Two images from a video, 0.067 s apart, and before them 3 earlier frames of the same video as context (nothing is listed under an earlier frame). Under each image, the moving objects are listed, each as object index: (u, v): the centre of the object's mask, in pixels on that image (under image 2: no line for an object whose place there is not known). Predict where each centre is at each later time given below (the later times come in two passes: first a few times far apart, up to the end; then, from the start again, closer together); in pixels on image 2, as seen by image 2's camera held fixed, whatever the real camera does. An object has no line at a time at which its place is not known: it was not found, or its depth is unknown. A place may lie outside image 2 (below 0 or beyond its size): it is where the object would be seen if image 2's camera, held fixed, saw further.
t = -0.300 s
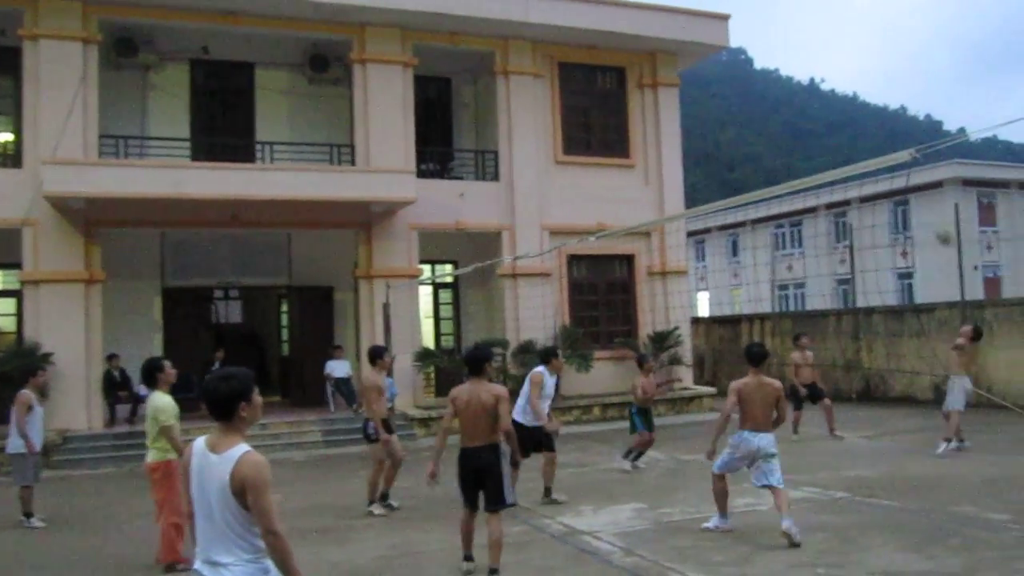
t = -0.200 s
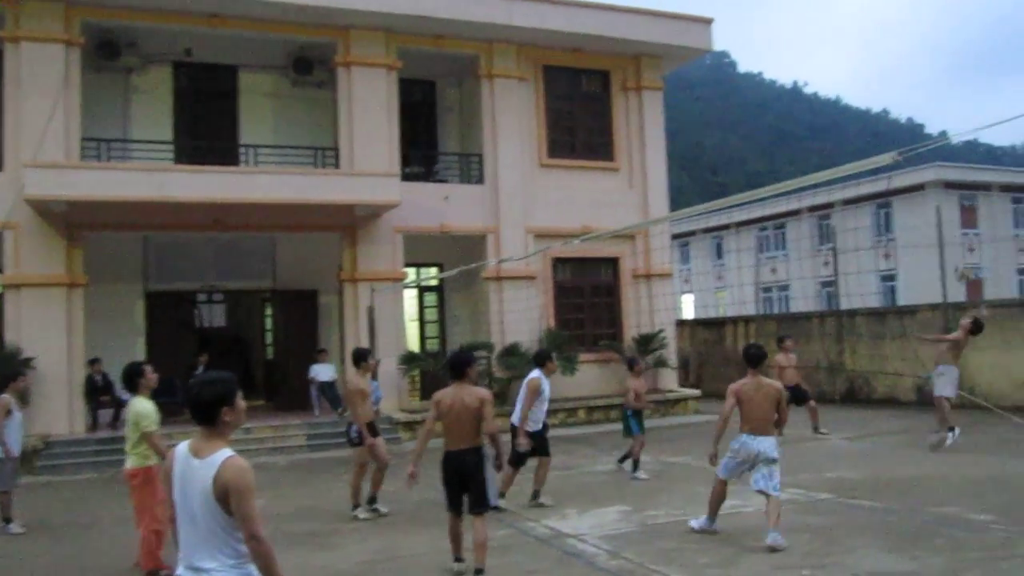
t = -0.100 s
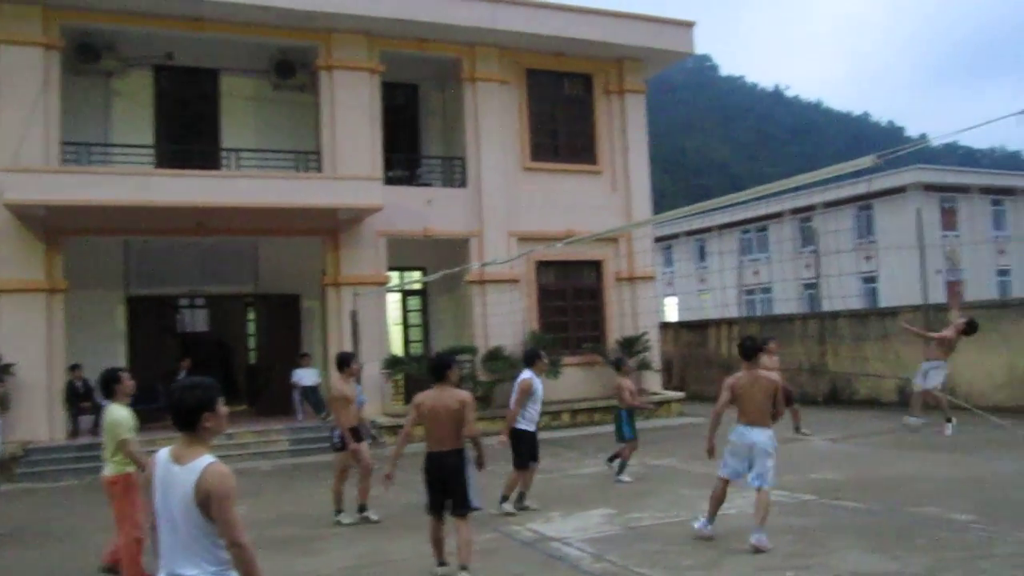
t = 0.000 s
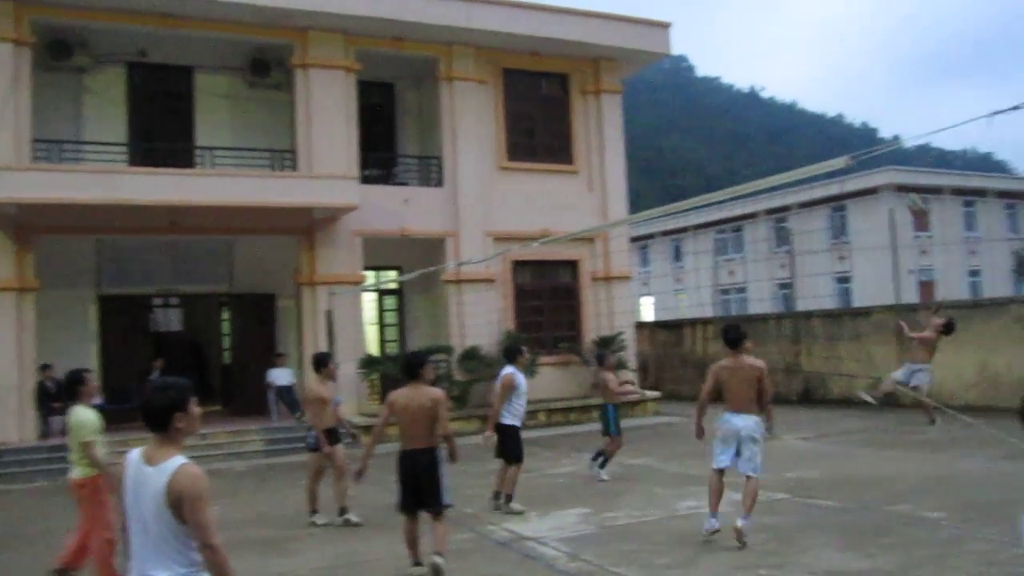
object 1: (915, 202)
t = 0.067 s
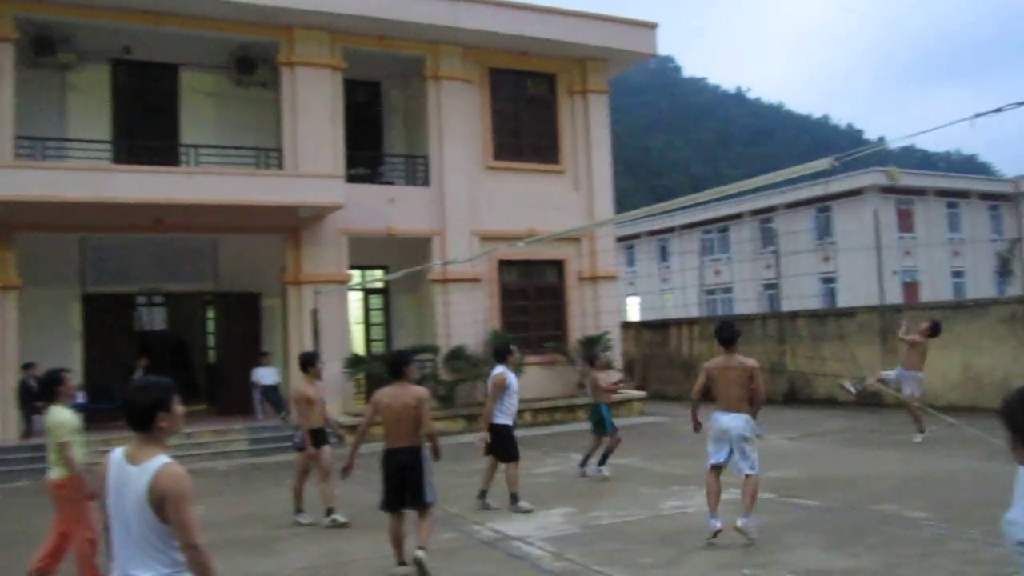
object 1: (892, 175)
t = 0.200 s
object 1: (880, 120)
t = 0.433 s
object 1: (861, 53)
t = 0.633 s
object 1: (846, 27)
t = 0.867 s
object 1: (828, 36)
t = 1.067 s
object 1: (814, 84)
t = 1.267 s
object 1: (801, 177)
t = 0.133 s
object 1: (889, 144)
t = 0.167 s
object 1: (883, 134)
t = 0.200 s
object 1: (880, 120)
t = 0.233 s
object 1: (878, 109)
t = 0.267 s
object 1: (874, 97)
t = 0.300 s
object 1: (872, 87)
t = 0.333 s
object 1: (870, 77)
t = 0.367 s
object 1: (867, 69)
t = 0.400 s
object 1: (864, 60)
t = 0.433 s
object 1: (861, 53)
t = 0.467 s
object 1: (859, 47)
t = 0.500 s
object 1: (856, 41)
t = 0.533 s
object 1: (853, 36)
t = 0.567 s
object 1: (851, 32)
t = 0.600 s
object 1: (849, 29)
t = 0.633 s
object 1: (846, 27)
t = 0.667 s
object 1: (843, 25)
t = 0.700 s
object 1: (841, 24)
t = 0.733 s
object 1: (839, 25)
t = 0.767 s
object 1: (836, 26)
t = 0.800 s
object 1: (833, 29)
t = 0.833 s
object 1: (831, 32)
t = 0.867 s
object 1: (828, 36)
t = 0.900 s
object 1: (826, 41)
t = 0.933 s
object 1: (823, 48)
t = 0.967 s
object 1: (821, 55)
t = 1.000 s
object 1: (819, 63)
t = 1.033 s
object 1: (816, 73)
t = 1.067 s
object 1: (814, 84)
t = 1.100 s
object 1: (811, 95)
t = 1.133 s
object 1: (809, 108)
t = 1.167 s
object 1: (808, 123)
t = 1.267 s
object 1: (801, 177)
